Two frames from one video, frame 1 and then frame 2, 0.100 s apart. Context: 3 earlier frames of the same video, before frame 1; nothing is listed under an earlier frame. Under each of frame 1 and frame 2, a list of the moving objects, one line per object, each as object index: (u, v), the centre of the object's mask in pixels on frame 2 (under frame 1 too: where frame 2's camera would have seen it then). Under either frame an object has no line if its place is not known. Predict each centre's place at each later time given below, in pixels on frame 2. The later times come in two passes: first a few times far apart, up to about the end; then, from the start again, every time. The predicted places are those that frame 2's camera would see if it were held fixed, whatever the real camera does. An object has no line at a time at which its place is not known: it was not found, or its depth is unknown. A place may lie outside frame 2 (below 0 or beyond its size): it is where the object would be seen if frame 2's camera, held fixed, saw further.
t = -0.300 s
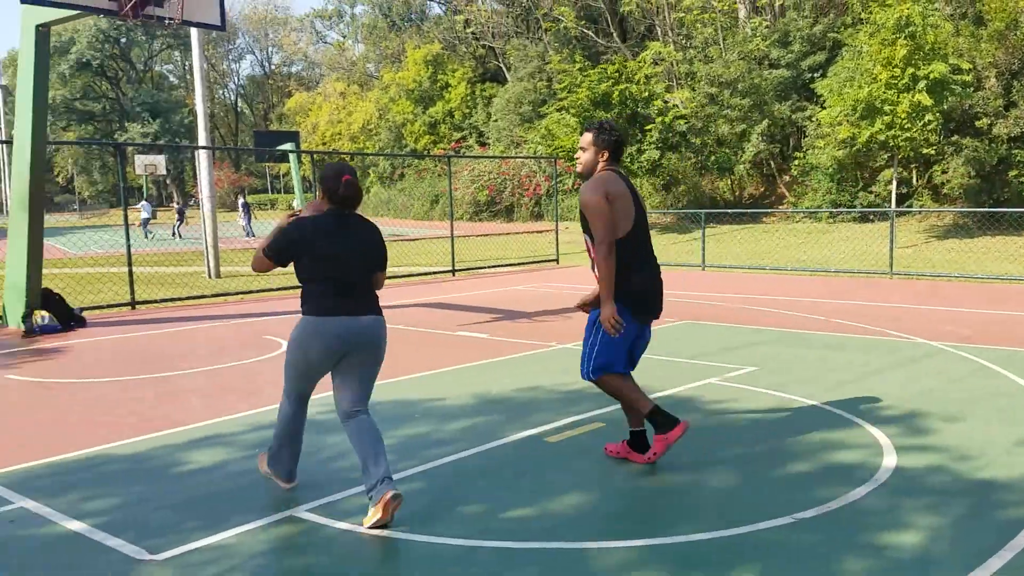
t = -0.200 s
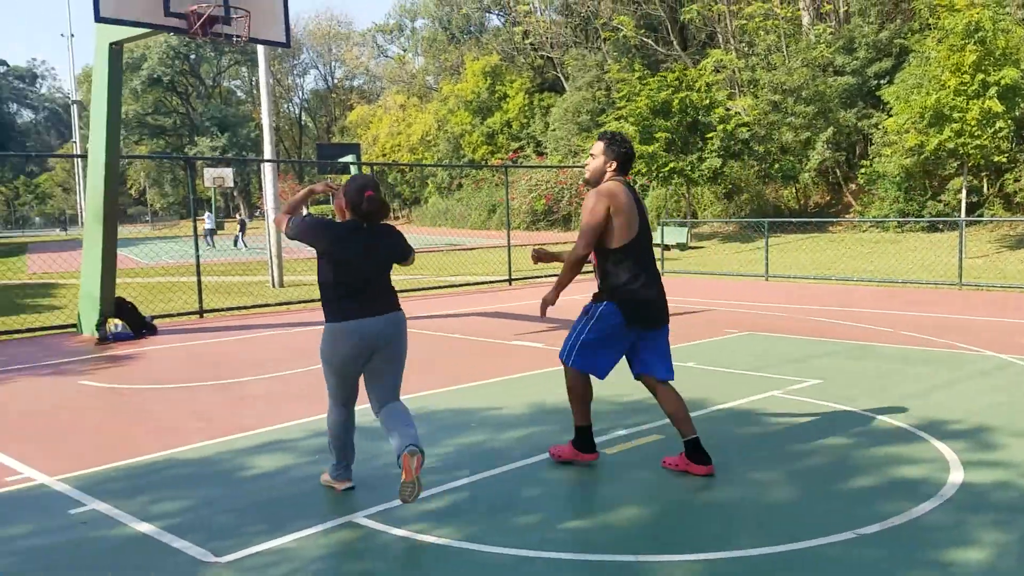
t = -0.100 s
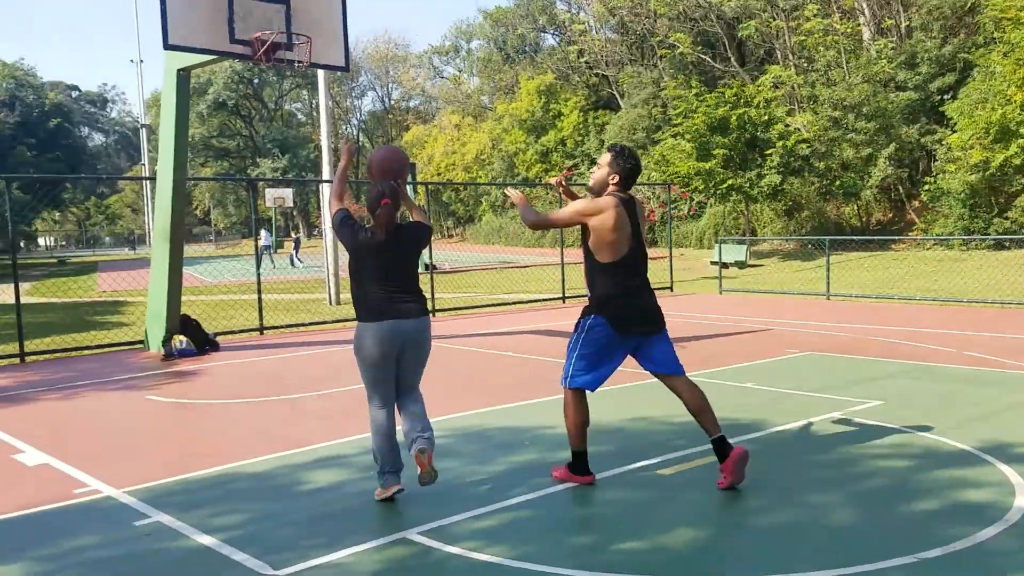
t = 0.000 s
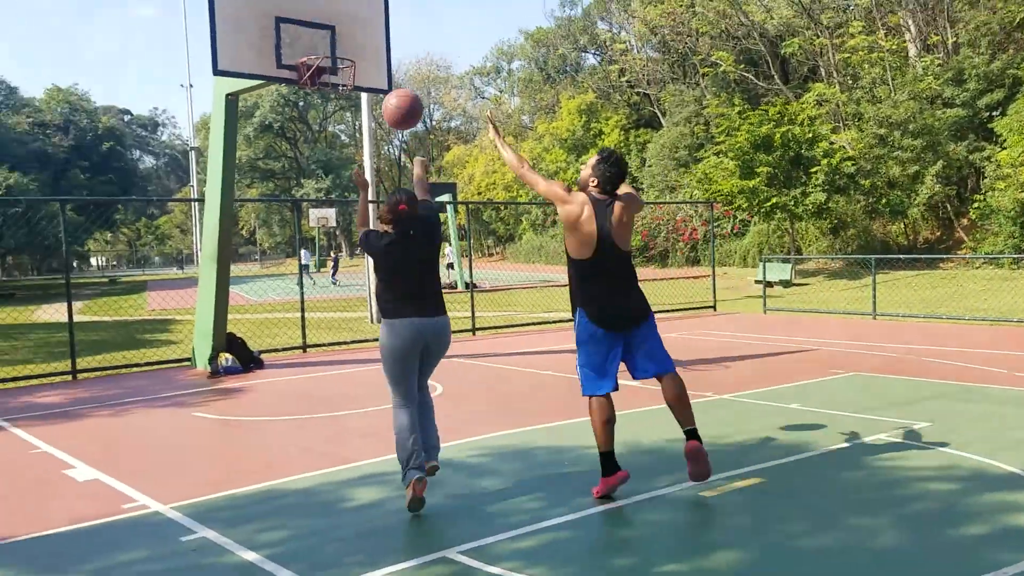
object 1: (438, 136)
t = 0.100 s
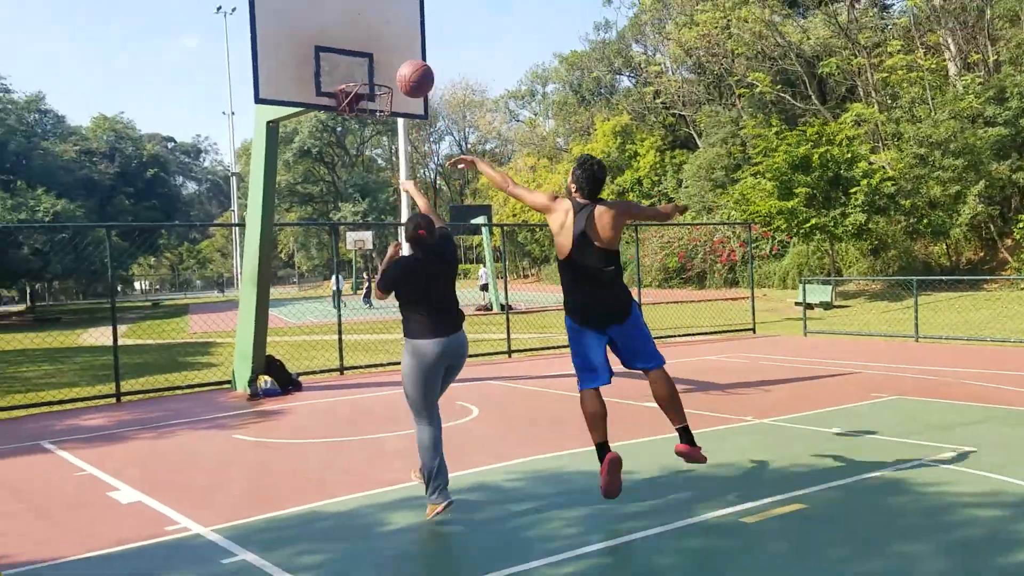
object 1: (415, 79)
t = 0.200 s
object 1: (395, 45)
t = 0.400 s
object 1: (366, 29)
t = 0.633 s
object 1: (343, 69)
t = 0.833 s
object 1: (348, 72)
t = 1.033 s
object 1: (347, 51)
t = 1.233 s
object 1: (351, 68)
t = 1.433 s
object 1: (351, 67)
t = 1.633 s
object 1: (357, 71)
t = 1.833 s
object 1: (372, 106)
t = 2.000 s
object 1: (375, 131)
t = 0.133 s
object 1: (407, 65)
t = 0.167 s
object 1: (401, 54)
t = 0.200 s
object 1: (395, 45)
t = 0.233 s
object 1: (390, 38)
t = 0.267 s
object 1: (384, 33)
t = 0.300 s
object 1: (380, 30)
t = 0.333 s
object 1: (375, 28)
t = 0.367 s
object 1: (371, 28)
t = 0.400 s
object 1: (366, 29)
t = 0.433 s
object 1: (363, 32)
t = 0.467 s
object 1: (359, 35)
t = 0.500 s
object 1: (356, 39)
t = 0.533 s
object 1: (352, 46)
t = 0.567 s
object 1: (349, 52)
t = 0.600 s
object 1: (346, 60)
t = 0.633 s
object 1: (343, 69)
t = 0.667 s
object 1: (348, 72)
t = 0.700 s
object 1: (359, 74)
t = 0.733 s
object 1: (370, 79)
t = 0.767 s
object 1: (372, 79)
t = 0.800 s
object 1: (361, 74)
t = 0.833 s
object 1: (348, 72)
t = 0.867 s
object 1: (346, 70)
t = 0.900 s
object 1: (346, 64)
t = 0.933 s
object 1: (346, 59)
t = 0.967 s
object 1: (346, 55)
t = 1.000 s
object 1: (346, 53)
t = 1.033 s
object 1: (347, 51)
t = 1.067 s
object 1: (347, 51)
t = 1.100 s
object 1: (348, 52)
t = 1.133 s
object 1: (348, 54)
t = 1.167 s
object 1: (349, 57)
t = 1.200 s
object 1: (350, 62)
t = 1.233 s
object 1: (351, 68)
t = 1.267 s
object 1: (353, 71)
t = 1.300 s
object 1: (353, 70)
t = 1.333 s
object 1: (351, 68)
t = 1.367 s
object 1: (352, 67)
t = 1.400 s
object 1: (352, 67)
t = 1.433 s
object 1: (351, 67)
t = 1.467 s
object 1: (352, 68)
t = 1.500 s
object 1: (352, 70)
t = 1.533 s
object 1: (352, 71)
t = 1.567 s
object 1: (354, 71)
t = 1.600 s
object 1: (356, 71)
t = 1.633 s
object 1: (357, 71)
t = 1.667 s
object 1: (360, 73)
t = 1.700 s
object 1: (364, 78)
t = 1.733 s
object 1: (364, 86)
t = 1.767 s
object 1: (367, 92)
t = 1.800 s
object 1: (370, 99)
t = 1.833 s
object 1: (372, 106)
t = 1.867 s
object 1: (372, 109)
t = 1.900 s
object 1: (372, 112)
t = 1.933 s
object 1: (373, 118)
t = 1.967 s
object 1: (374, 123)
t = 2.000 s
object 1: (375, 131)
